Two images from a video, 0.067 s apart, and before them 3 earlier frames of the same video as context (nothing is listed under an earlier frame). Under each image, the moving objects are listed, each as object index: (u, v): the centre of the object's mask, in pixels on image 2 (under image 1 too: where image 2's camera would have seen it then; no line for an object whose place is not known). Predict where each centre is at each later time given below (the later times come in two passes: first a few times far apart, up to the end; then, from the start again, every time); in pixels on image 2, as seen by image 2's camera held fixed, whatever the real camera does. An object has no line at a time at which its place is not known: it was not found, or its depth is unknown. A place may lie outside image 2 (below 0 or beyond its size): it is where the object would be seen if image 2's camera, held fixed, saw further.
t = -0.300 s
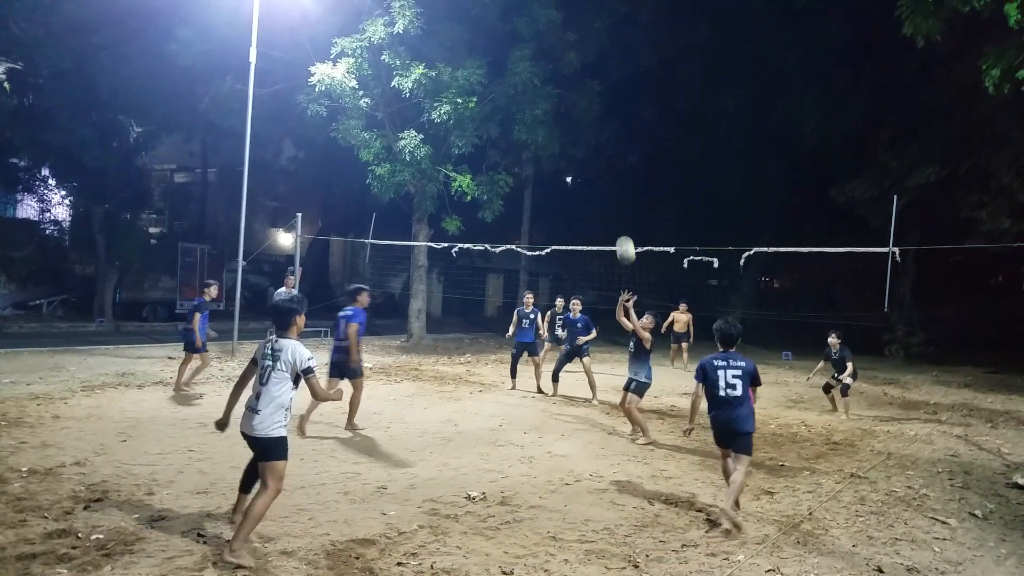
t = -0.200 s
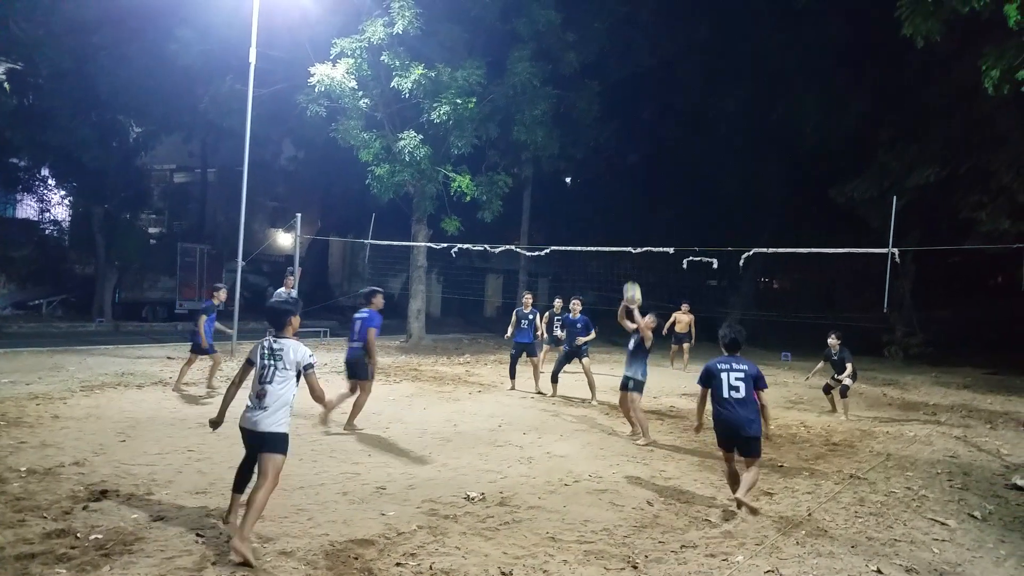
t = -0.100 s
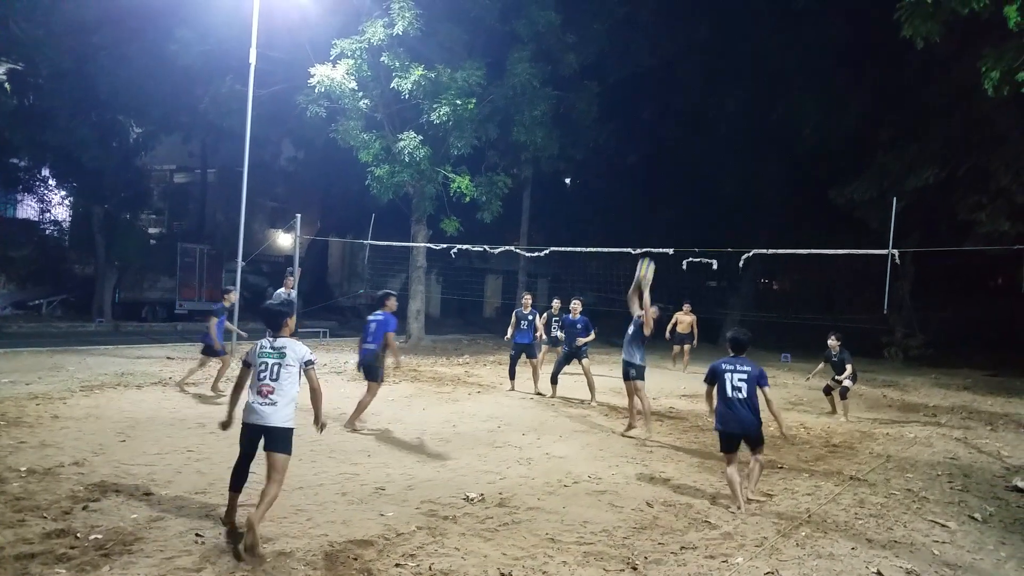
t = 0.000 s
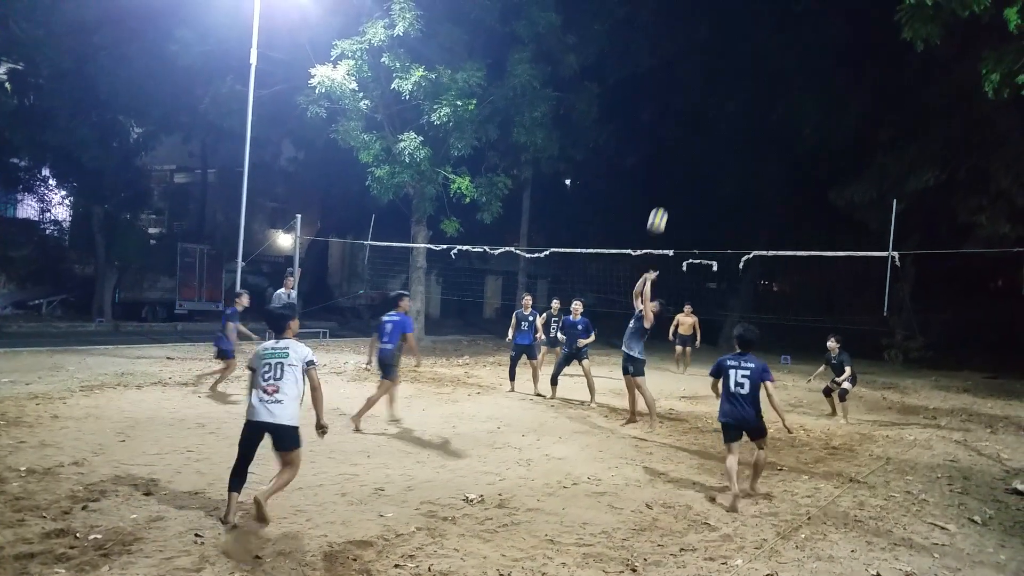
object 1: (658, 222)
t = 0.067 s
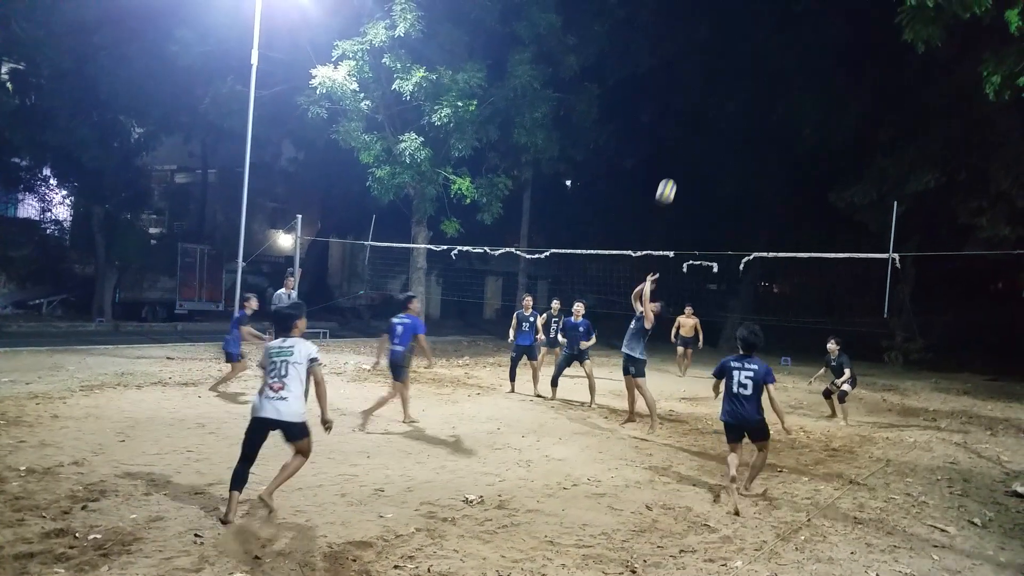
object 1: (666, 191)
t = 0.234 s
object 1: (685, 131)
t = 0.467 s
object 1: (710, 83)
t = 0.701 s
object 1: (733, 78)
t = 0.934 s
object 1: (751, 118)
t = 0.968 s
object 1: (753, 128)
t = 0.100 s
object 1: (670, 177)
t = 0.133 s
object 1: (674, 165)
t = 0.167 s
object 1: (678, 153)
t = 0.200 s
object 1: (682, 141)
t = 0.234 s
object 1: (685, 131)
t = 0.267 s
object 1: (689, 121)
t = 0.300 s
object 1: (693, 113)
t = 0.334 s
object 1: (696, 105)
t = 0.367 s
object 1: (700, 98)
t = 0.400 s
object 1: (703, 92)
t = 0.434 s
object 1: (707, 87)
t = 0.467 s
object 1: (710, 83)
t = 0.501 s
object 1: (714, 80)
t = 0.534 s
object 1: (717, 77)
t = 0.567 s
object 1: (721, 75)
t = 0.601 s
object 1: (724, 75)
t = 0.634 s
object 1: (727, 75)
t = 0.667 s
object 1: (730, 76)
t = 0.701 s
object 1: (733, 78)
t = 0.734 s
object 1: (736, 81)
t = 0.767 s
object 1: (739, 84)
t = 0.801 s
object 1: (742, 89)
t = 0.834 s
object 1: (744, 95)
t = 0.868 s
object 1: (746, 102)
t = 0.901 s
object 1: (749, 109)
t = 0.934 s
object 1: (751, 118)
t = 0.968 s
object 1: (753, 128)
